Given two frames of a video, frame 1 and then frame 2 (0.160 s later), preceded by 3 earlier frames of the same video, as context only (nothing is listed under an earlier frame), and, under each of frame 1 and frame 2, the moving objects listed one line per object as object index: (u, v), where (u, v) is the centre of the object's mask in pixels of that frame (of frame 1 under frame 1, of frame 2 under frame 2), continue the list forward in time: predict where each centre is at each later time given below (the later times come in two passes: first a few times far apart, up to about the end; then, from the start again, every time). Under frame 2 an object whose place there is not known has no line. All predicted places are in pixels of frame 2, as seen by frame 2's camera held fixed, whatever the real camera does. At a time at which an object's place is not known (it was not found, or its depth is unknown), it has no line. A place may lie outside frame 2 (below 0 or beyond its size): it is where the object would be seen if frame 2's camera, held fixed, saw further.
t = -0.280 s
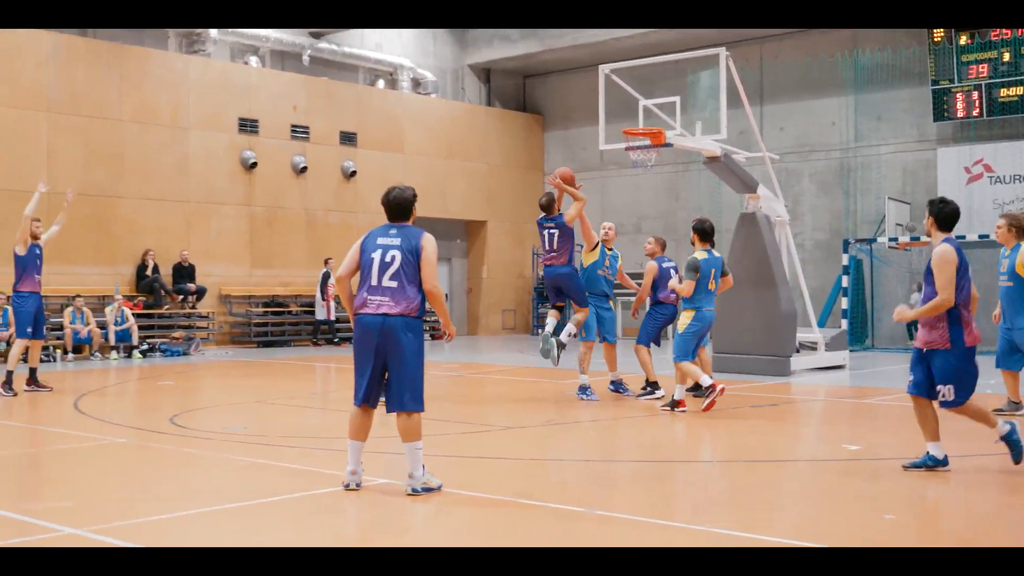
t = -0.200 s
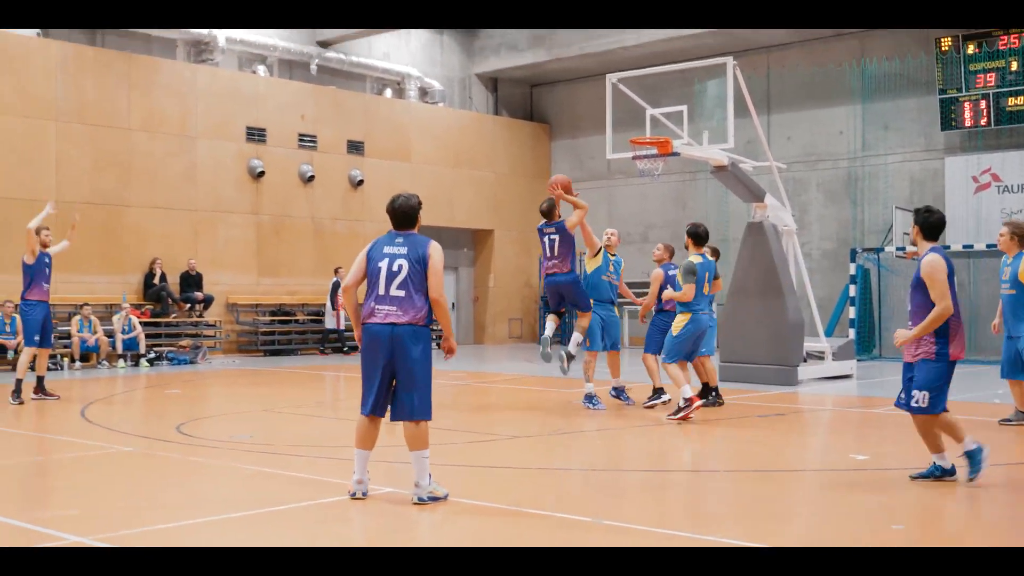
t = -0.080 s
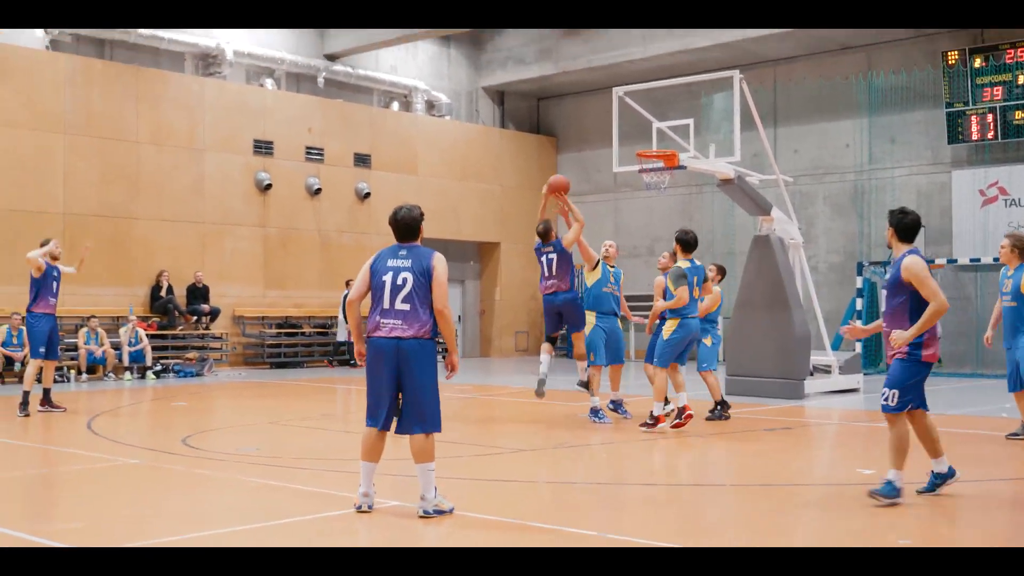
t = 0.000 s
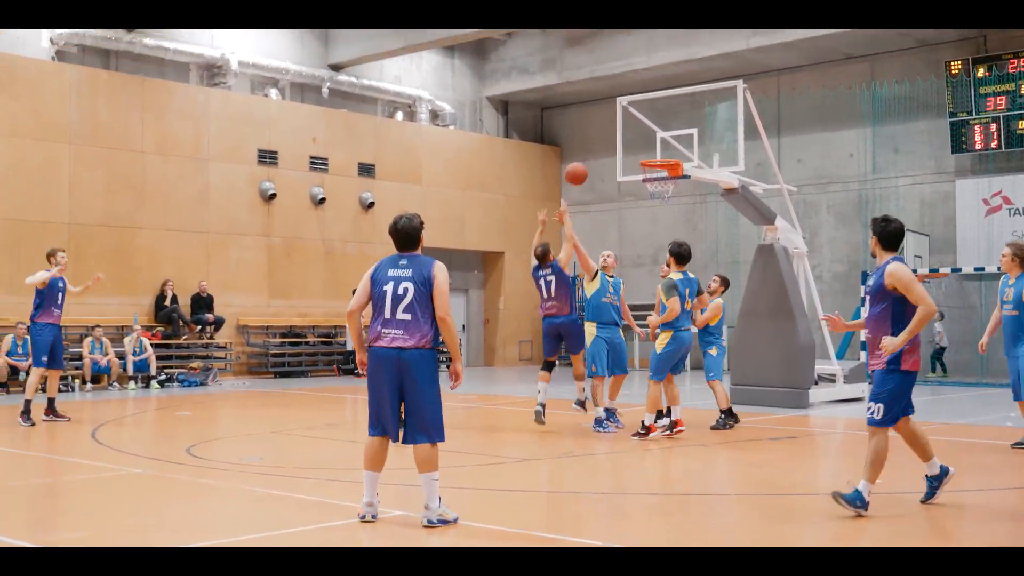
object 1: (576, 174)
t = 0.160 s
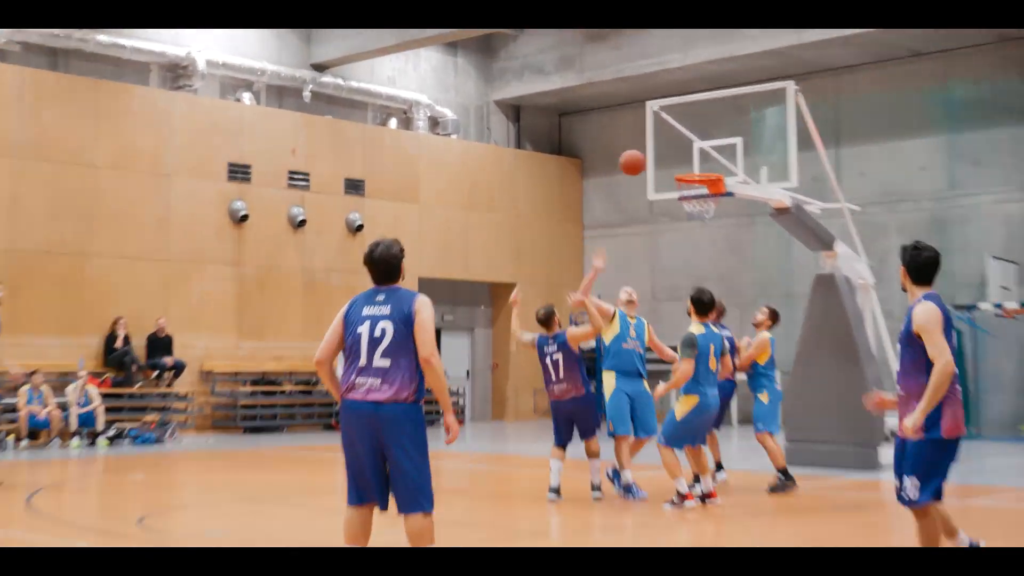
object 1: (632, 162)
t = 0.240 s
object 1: (649, 160)
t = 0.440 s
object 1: (685, 180)
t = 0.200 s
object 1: (639, 159)
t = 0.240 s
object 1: (649, 160)
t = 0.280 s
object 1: (657, 160)
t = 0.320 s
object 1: (664, 163)
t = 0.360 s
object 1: (671, 167)
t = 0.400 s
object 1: (677, 172)
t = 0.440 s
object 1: (685, 180)
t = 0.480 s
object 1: (692, 188)
